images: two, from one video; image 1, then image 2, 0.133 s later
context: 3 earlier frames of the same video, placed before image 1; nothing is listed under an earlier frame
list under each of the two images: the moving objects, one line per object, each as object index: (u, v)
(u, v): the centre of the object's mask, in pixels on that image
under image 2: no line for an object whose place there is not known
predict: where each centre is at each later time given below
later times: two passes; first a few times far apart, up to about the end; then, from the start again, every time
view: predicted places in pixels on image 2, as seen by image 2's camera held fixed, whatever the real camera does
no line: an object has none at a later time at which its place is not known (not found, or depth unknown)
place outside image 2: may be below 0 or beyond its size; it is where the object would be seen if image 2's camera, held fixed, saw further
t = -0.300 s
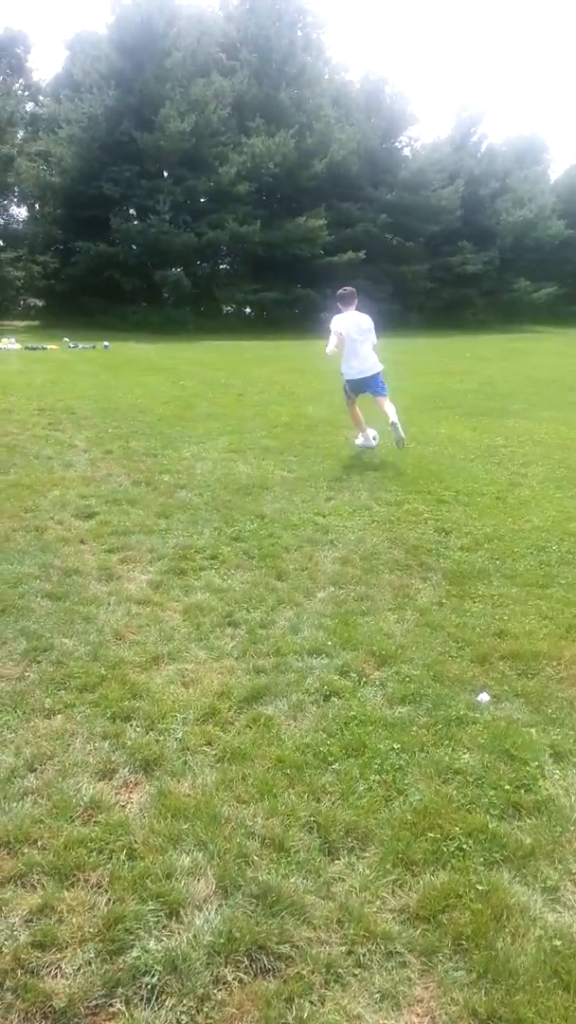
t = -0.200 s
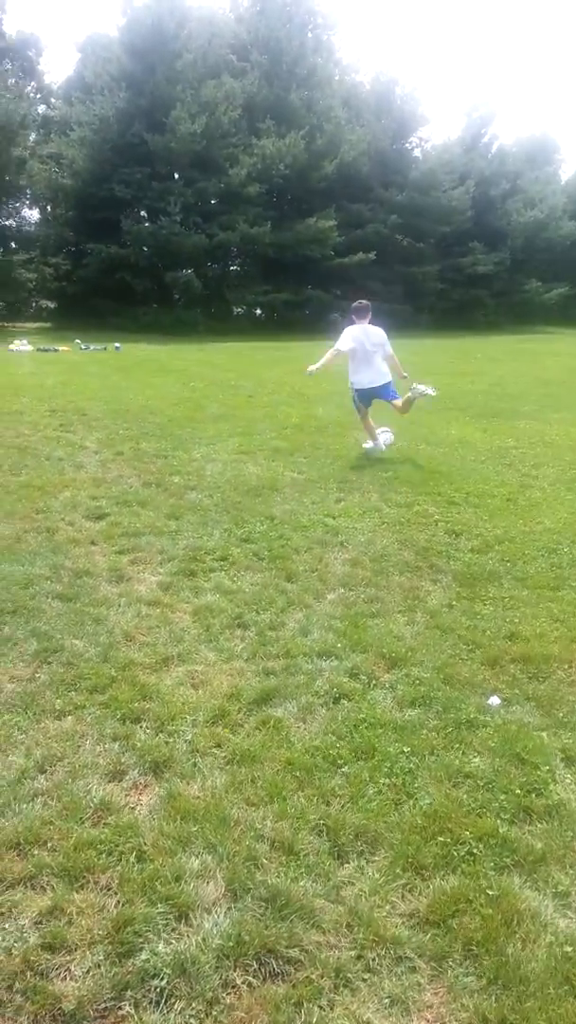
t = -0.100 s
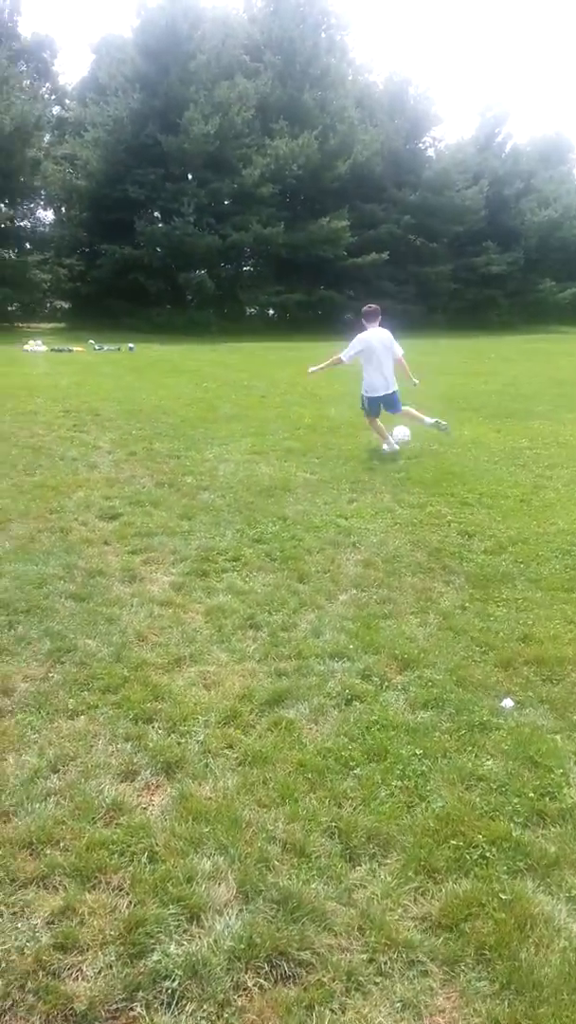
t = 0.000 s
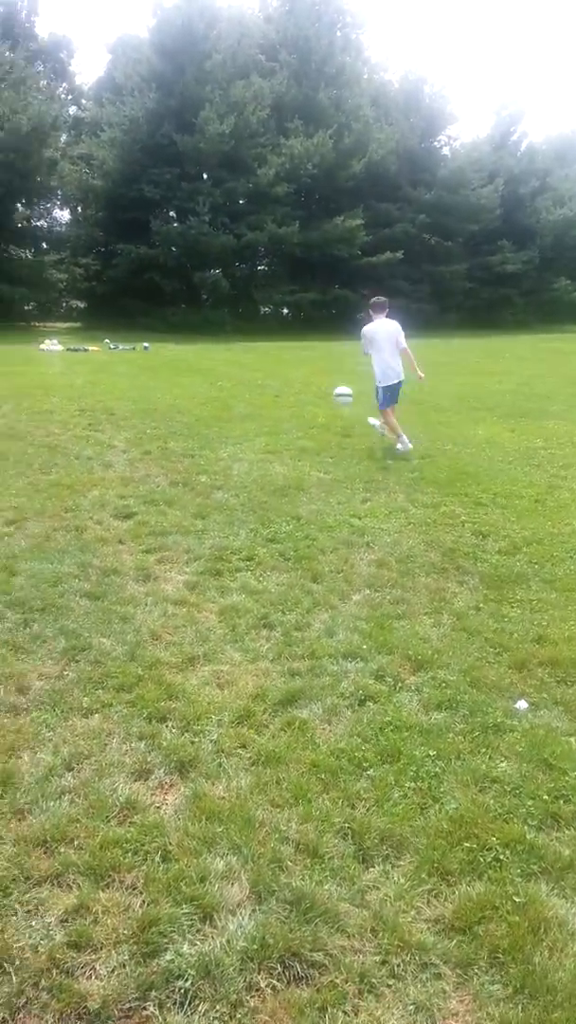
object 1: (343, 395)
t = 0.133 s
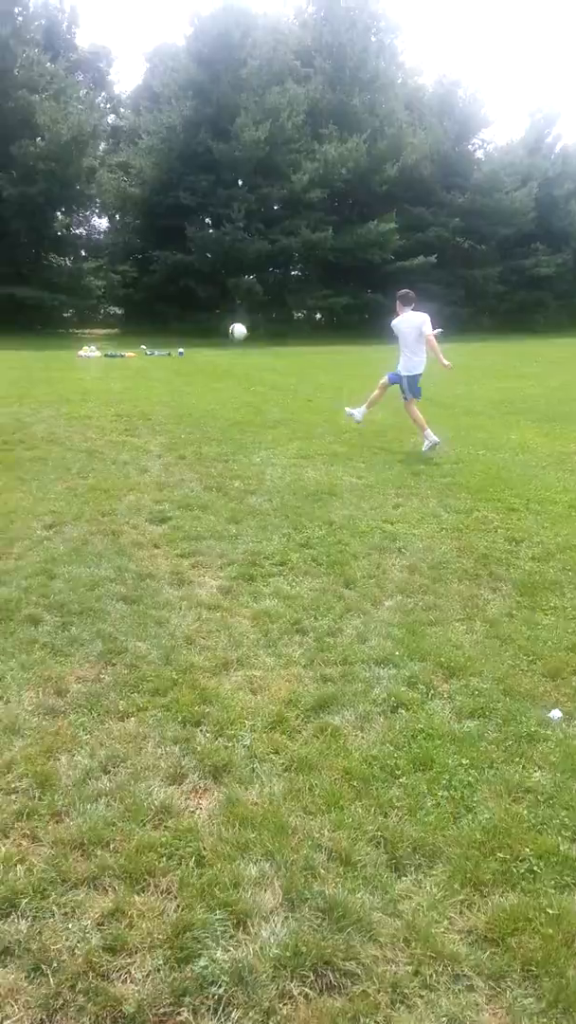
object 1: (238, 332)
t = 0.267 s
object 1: (137, 290)
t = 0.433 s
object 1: (43, 257)
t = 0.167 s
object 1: (209, 319)
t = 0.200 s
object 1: (184, 309)
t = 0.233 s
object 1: (159, 298)
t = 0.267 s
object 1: (137, 290)
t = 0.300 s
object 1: (116, 281)
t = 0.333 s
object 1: (96, 275)
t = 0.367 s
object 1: (77, 268)
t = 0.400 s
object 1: (60, 262)
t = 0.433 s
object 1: (43, 257)
